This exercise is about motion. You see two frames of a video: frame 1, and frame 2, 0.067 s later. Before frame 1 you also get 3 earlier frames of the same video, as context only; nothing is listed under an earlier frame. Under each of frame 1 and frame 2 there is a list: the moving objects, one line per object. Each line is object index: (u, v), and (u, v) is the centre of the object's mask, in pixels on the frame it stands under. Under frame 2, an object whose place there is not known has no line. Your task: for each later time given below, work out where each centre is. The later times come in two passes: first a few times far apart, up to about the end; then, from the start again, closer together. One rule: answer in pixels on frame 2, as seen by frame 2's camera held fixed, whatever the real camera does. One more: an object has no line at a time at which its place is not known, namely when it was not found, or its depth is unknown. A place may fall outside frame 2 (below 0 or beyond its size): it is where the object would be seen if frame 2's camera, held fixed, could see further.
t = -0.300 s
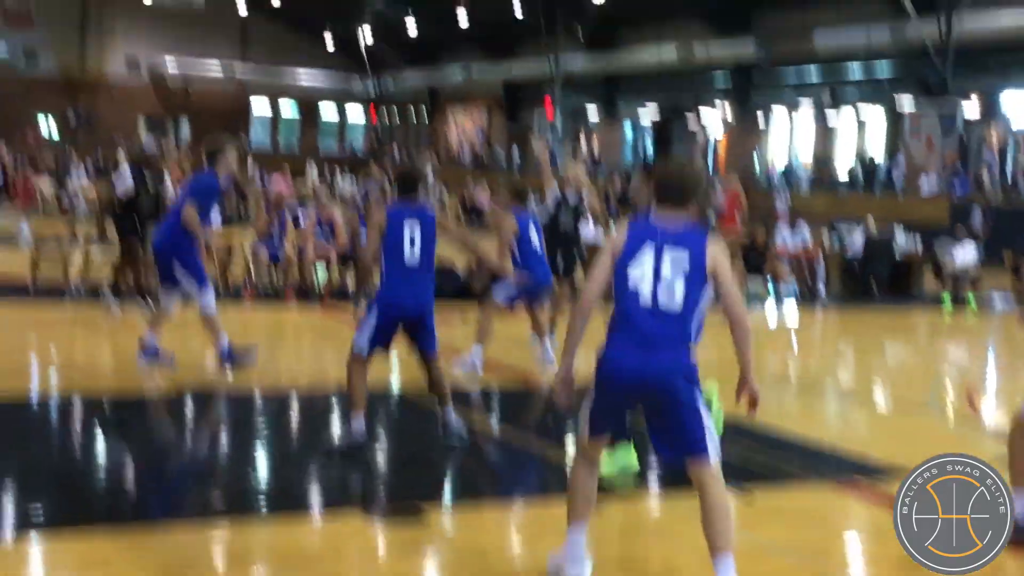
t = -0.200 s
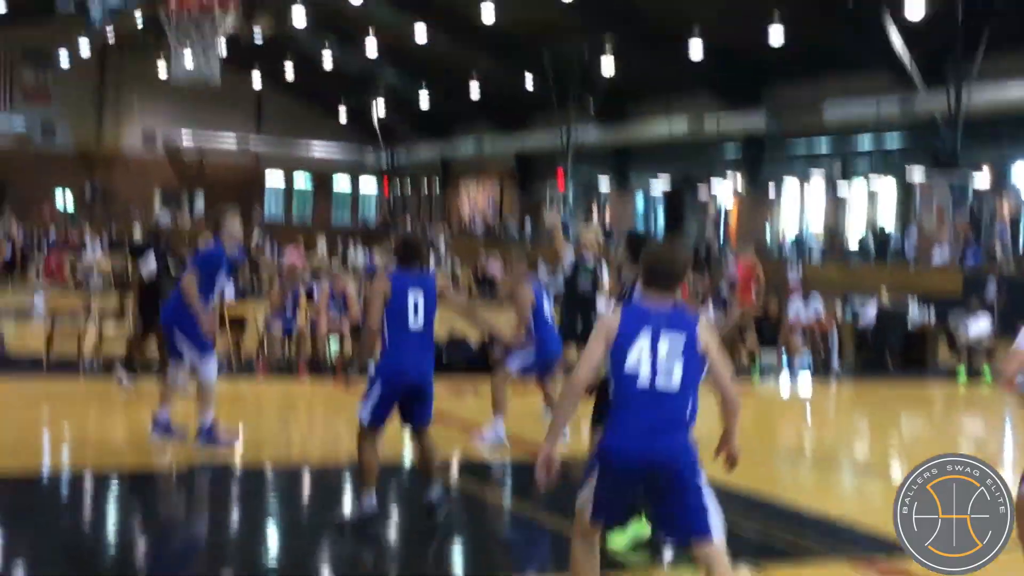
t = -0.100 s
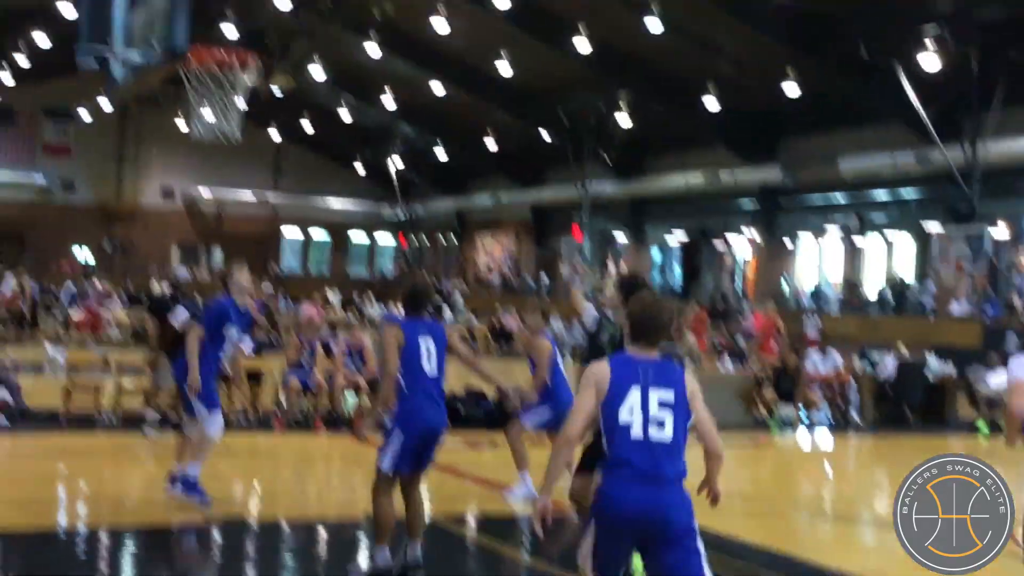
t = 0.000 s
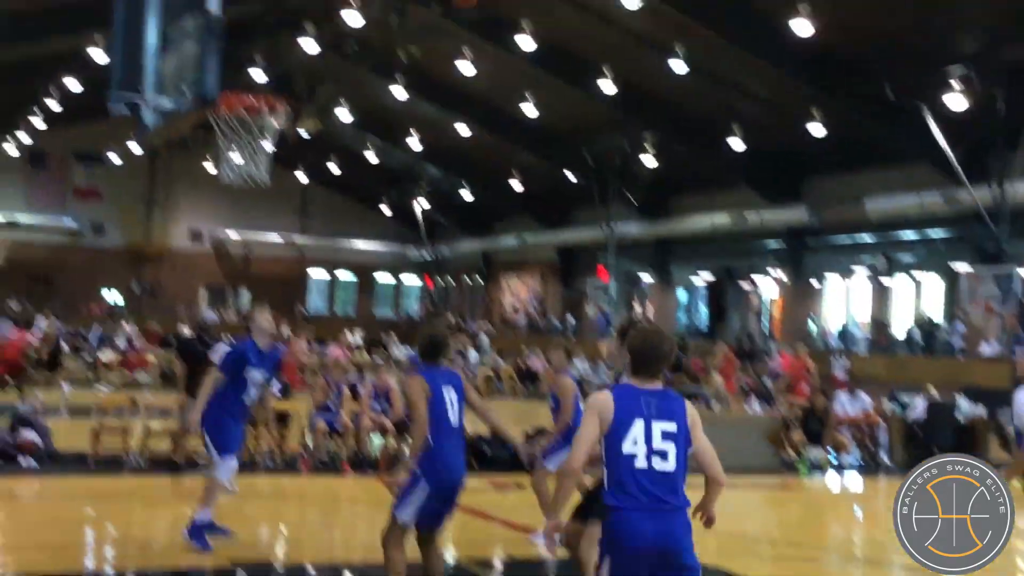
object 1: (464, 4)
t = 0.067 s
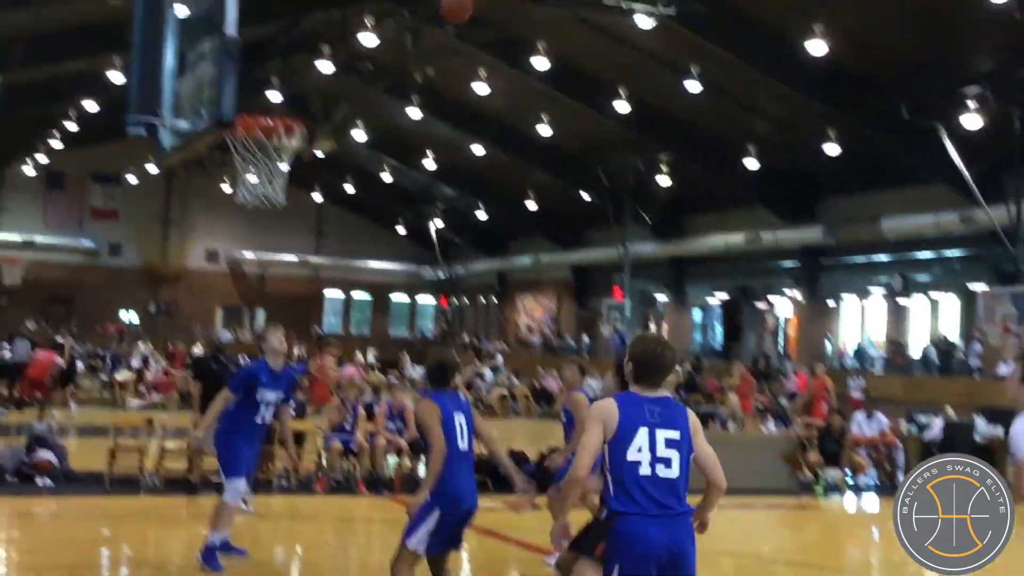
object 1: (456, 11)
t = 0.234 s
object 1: (395, 18)
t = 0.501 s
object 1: (272, 120)
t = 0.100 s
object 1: (444, 8)
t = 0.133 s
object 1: (433, 7)
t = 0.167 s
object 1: (421, 8)
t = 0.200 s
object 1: (408, 11)
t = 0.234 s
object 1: (395, 18)
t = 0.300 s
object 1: (367, 33)
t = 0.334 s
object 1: (352, 44)
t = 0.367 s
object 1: (339, 54)
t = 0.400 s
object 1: (320, 70)
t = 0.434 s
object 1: (304, 88)
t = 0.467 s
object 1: (288, 104)
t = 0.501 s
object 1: (272, 120)
